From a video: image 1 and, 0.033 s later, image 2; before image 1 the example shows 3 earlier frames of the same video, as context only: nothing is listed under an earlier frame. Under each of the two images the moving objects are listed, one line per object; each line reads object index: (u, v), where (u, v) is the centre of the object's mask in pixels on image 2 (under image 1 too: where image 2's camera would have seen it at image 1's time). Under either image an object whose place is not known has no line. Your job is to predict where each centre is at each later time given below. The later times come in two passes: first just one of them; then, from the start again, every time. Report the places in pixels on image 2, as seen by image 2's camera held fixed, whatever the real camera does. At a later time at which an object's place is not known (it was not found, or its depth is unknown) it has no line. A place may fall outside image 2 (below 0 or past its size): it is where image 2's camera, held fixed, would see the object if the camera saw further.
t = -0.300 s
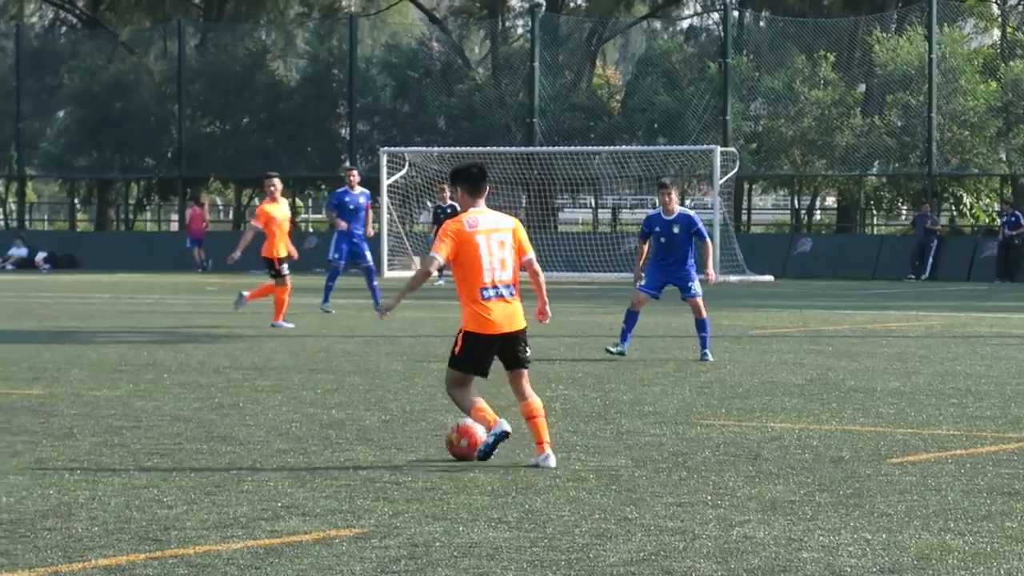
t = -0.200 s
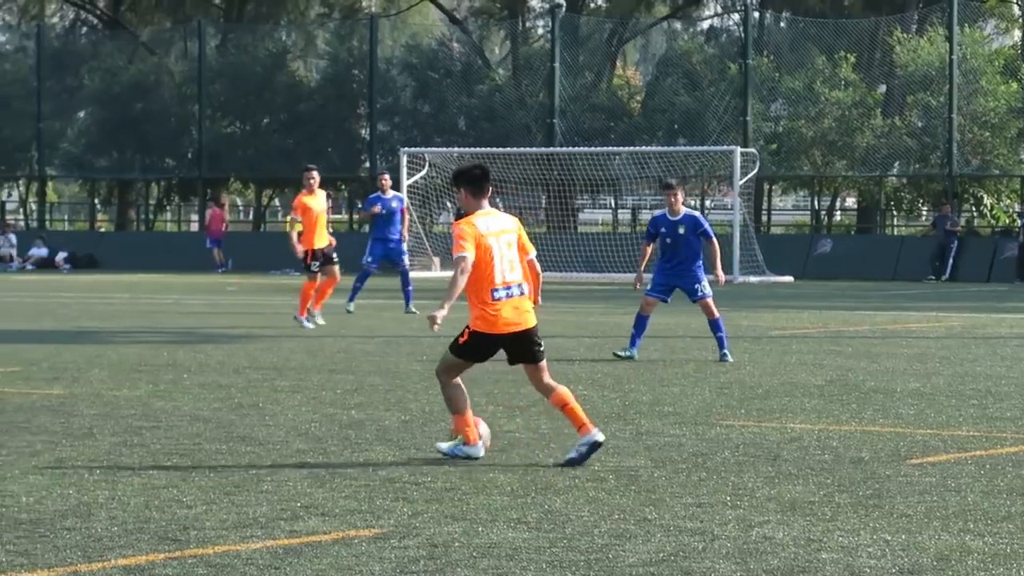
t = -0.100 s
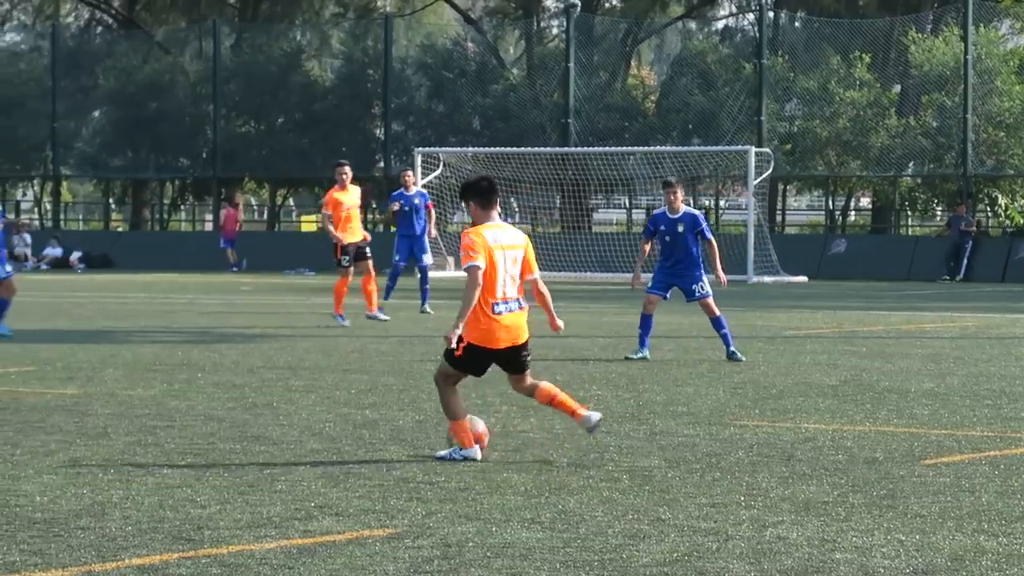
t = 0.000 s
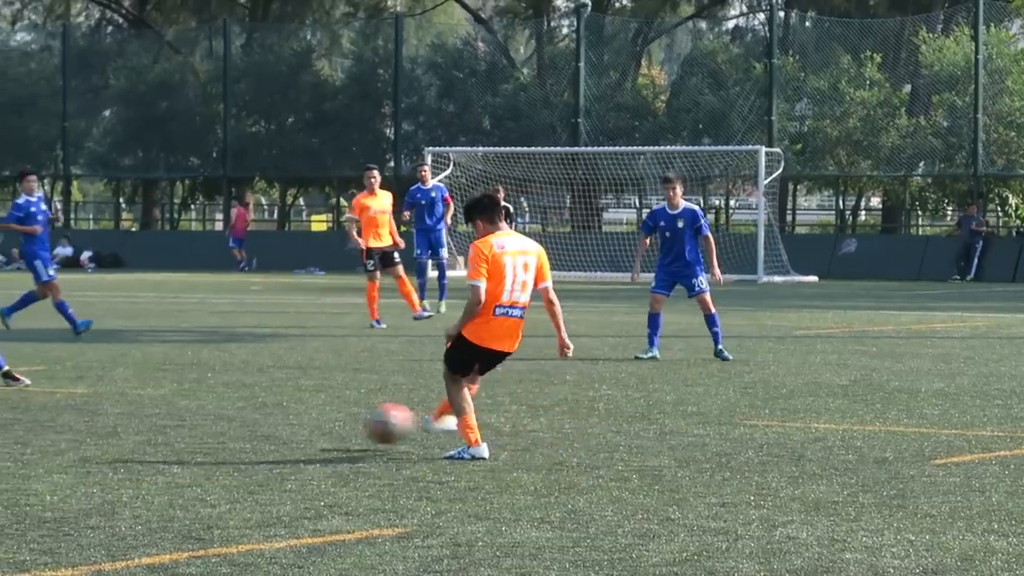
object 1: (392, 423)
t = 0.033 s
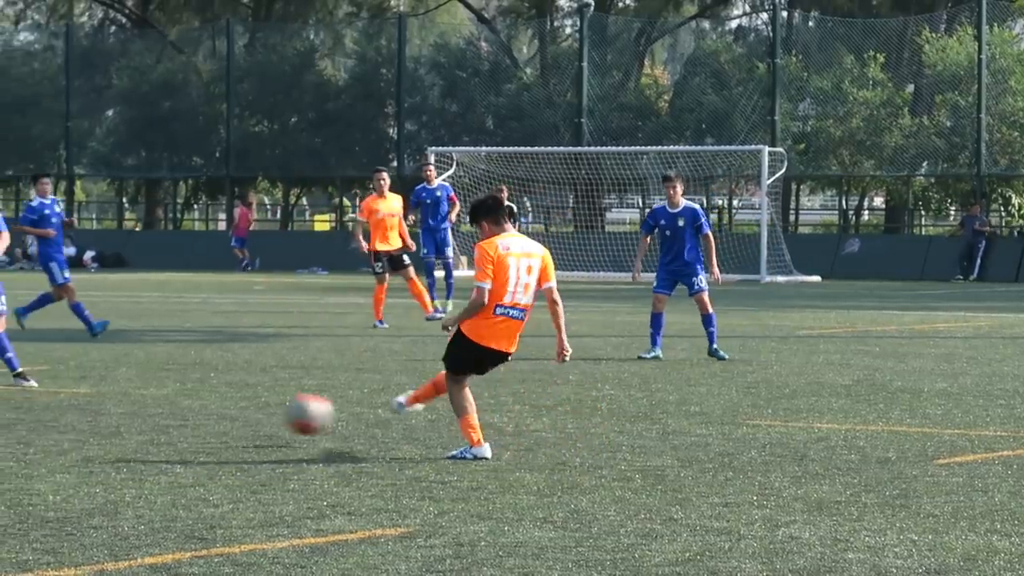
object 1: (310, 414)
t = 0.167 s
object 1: (2, 401)
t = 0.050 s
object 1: (269, 410)
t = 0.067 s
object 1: (230, 407)
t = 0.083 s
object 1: (189, 404)
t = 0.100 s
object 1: (149, 403)
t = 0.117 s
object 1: (111, 402)
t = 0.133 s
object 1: (73, 400)
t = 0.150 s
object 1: (34, 400)
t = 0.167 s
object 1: (2, 401)
